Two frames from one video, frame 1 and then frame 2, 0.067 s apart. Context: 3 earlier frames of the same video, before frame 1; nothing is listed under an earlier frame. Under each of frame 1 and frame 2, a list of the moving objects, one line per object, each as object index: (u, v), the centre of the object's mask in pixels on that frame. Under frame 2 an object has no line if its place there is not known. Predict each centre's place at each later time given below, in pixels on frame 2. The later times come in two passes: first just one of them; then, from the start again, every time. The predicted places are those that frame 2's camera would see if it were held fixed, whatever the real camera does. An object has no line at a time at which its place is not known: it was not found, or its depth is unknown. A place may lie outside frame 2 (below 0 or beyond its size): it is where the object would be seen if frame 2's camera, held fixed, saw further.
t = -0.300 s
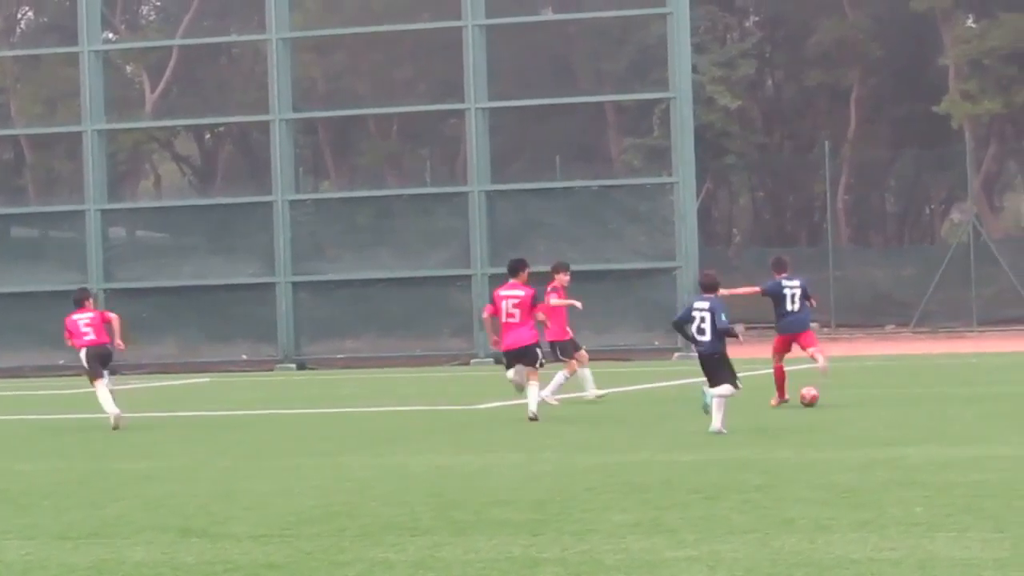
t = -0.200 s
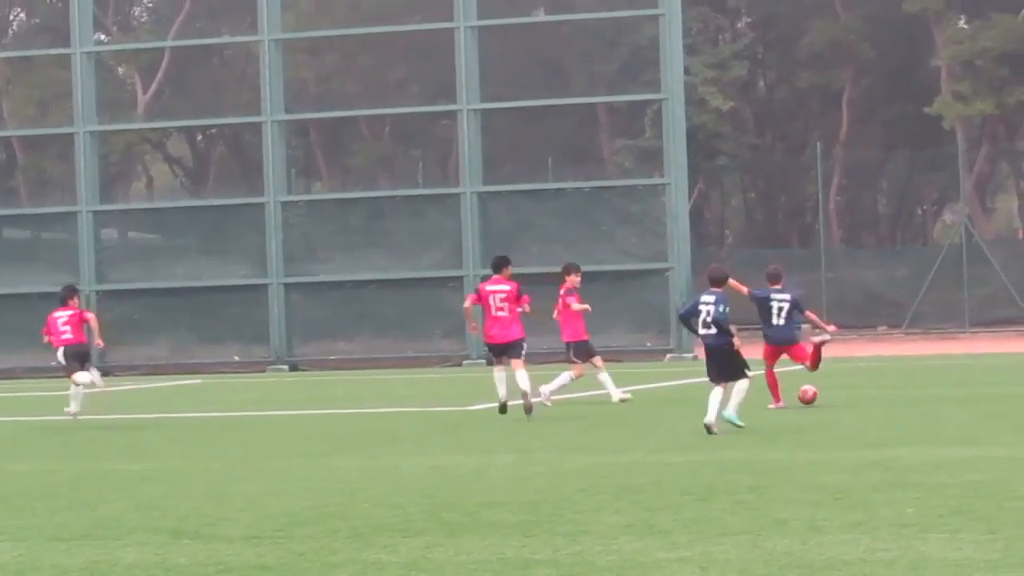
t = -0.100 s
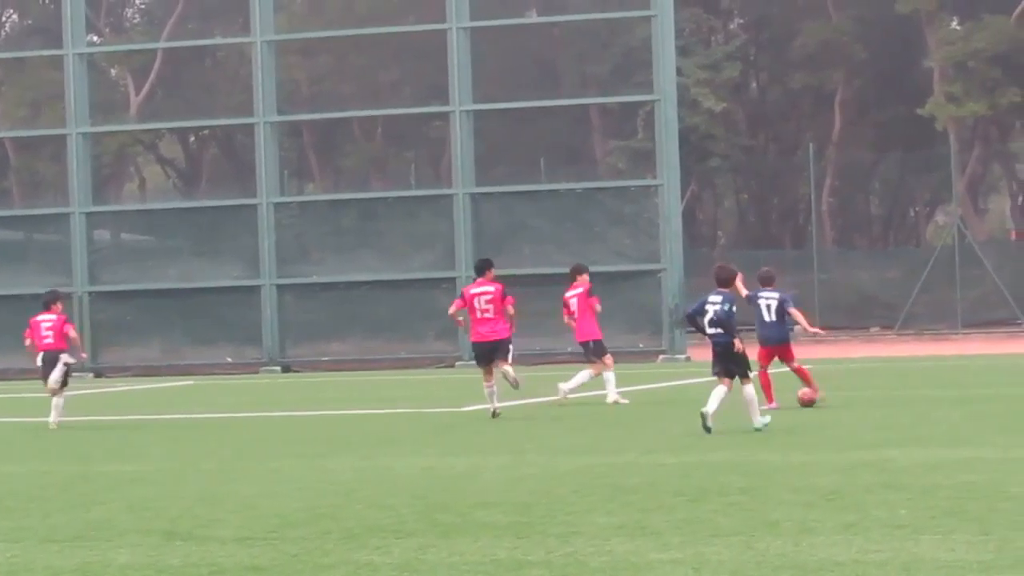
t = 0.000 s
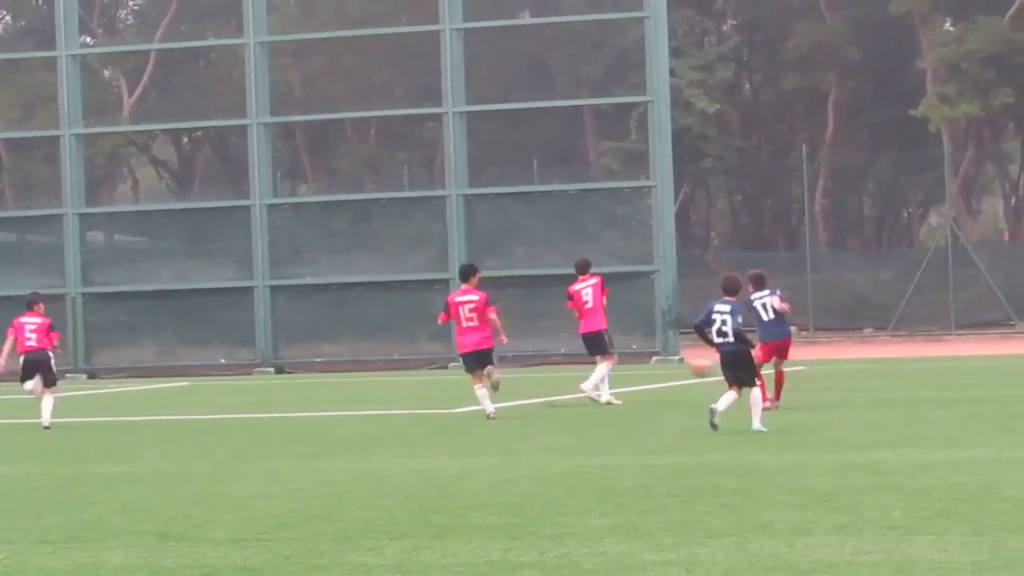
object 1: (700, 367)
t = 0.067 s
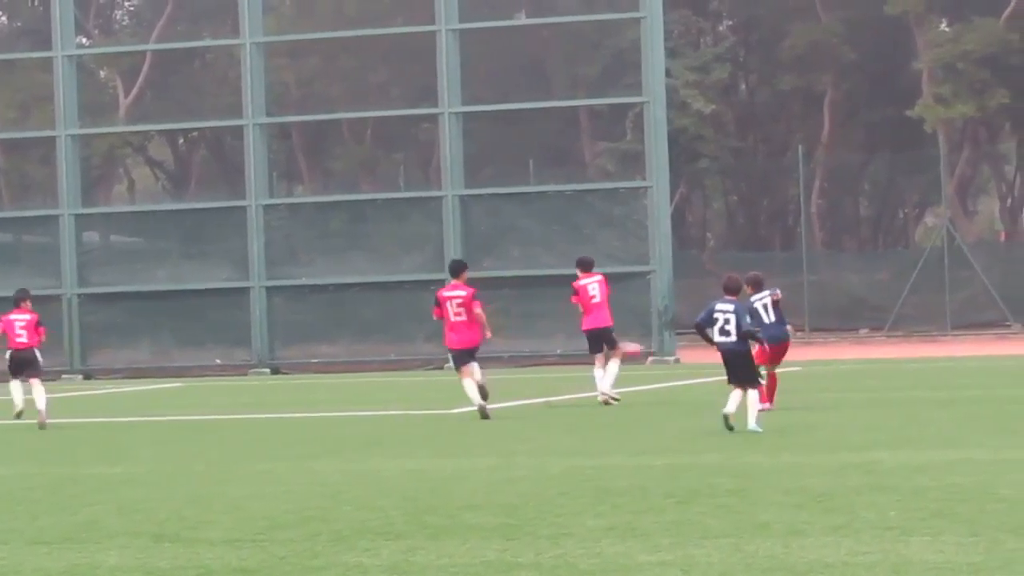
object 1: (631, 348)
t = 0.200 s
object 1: (506, 326)
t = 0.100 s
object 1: (598, 343)
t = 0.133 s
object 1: (566, 336)
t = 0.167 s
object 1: (537, 330)
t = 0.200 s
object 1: (506, 326)
